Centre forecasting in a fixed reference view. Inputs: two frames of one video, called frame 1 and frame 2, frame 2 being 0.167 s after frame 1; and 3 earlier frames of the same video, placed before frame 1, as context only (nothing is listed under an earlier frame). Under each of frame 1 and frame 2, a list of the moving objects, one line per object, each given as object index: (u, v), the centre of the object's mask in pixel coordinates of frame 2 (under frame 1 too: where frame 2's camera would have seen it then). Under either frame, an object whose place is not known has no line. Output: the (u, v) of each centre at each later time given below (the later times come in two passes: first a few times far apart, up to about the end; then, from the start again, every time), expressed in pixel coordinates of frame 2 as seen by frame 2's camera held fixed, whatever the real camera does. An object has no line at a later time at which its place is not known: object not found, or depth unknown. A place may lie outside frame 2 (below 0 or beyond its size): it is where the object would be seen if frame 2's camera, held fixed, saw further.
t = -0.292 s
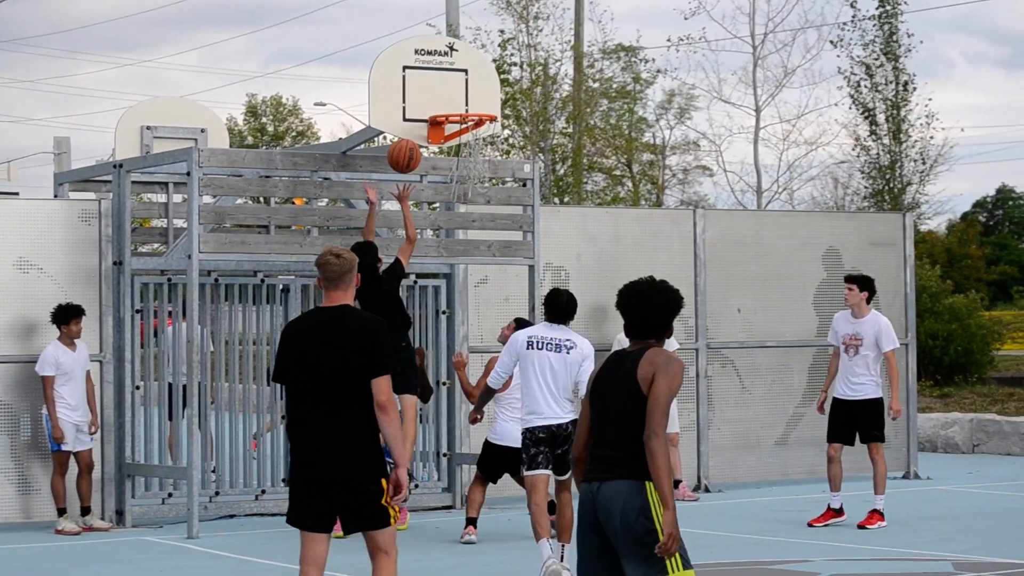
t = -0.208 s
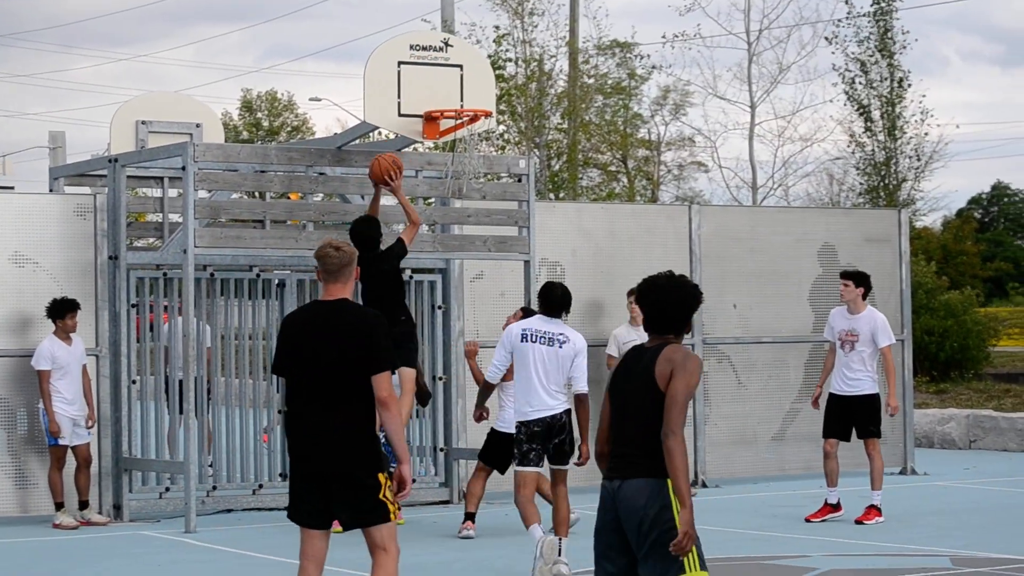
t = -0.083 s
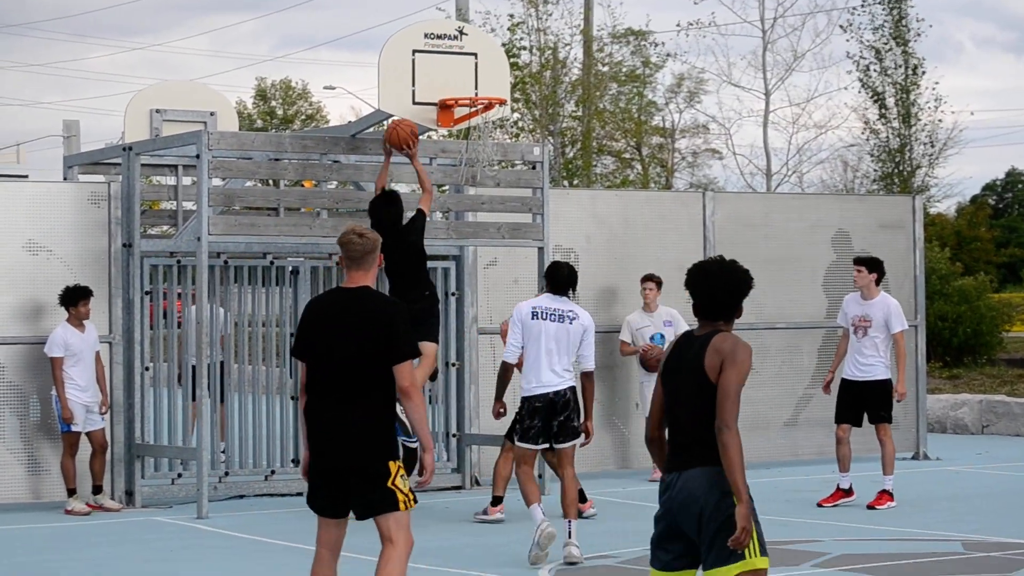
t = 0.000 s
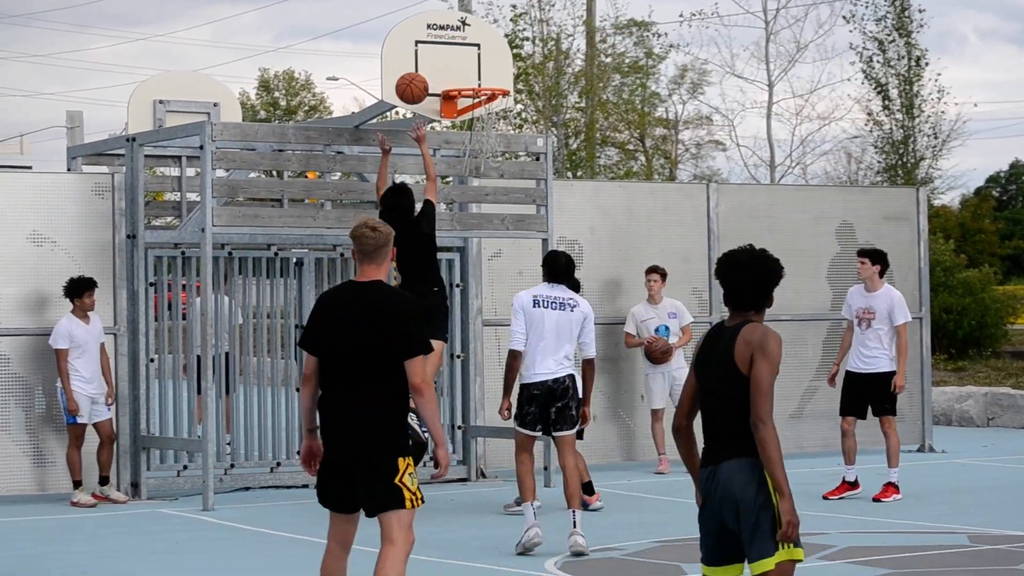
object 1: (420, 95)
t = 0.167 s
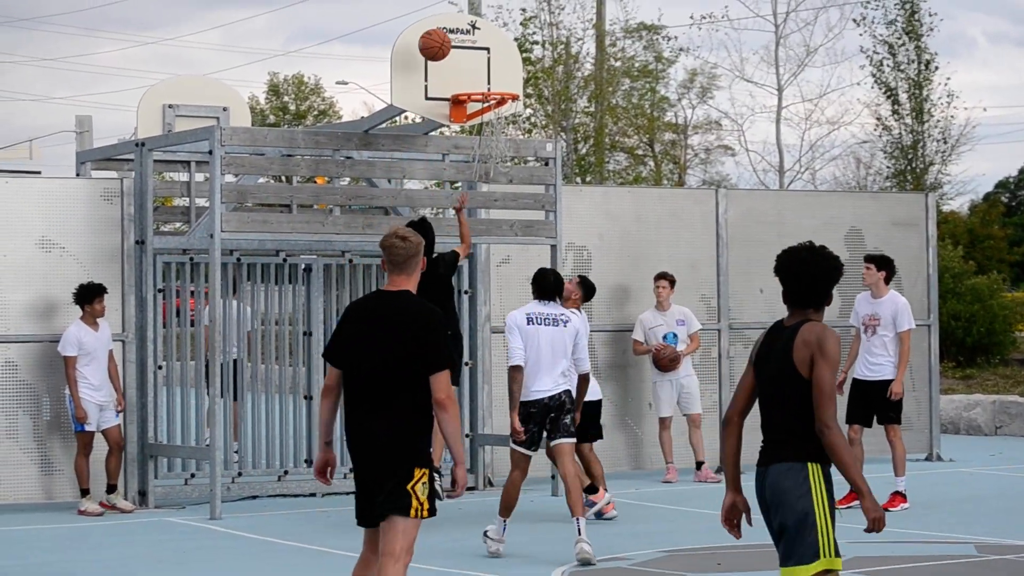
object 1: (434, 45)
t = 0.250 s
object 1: (440, 34)
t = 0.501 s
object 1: (478, 57)
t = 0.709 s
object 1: (484, 110)
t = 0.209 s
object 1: (437, 38)
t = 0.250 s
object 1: (440, 34)
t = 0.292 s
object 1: (445, 33)
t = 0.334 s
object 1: (448, 34)
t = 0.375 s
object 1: (454, 36)
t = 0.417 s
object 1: (465, 41)
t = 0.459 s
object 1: (471, 48)
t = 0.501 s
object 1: (478, 57)
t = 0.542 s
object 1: (487, 68)
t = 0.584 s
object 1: (495, 79)
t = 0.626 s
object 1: (498, 92)
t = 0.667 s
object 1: (491, 102)
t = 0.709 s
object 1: (484, 110)
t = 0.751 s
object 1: (476, 121)
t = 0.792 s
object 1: (469, 135)
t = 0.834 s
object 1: (461, 149)
